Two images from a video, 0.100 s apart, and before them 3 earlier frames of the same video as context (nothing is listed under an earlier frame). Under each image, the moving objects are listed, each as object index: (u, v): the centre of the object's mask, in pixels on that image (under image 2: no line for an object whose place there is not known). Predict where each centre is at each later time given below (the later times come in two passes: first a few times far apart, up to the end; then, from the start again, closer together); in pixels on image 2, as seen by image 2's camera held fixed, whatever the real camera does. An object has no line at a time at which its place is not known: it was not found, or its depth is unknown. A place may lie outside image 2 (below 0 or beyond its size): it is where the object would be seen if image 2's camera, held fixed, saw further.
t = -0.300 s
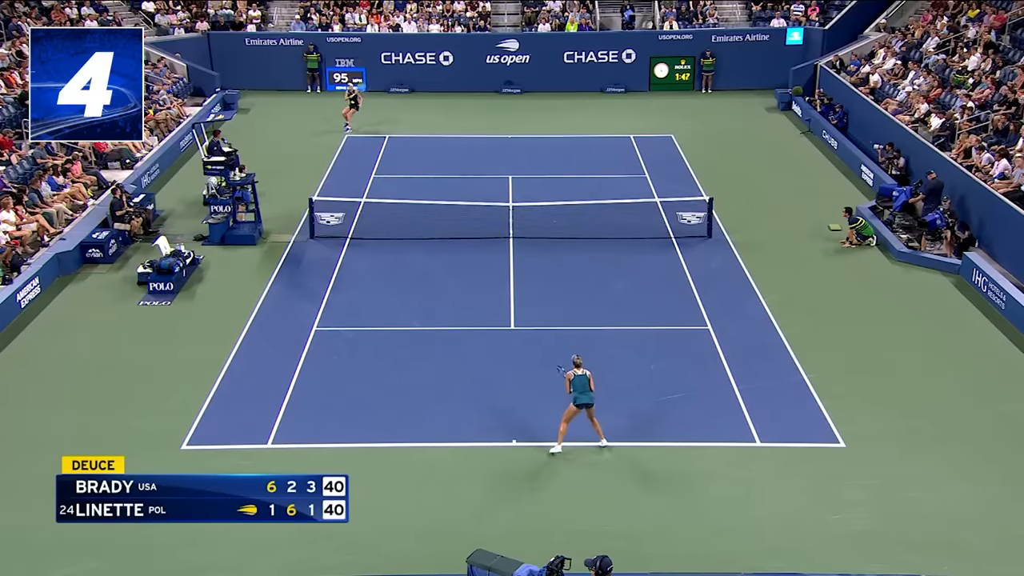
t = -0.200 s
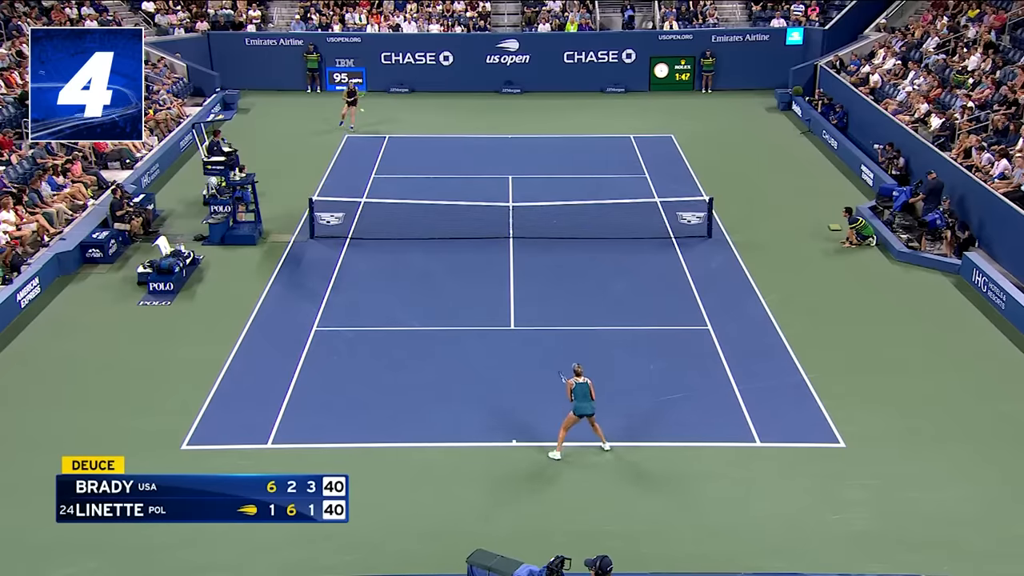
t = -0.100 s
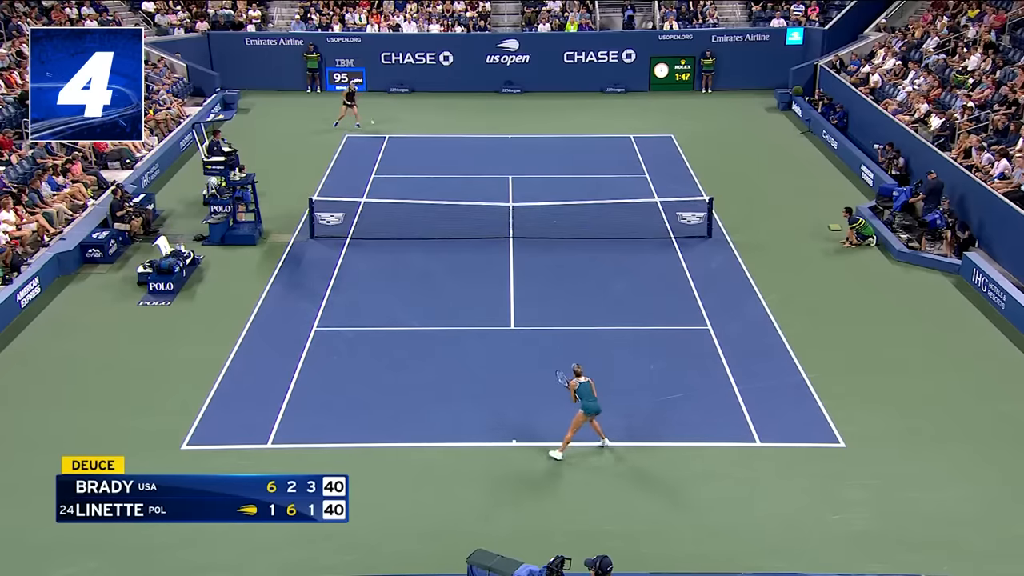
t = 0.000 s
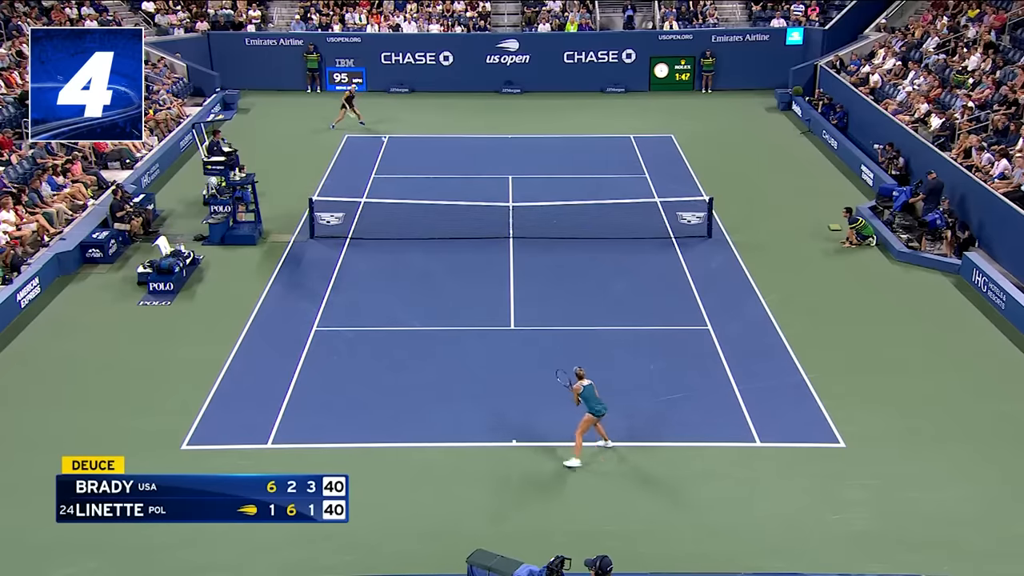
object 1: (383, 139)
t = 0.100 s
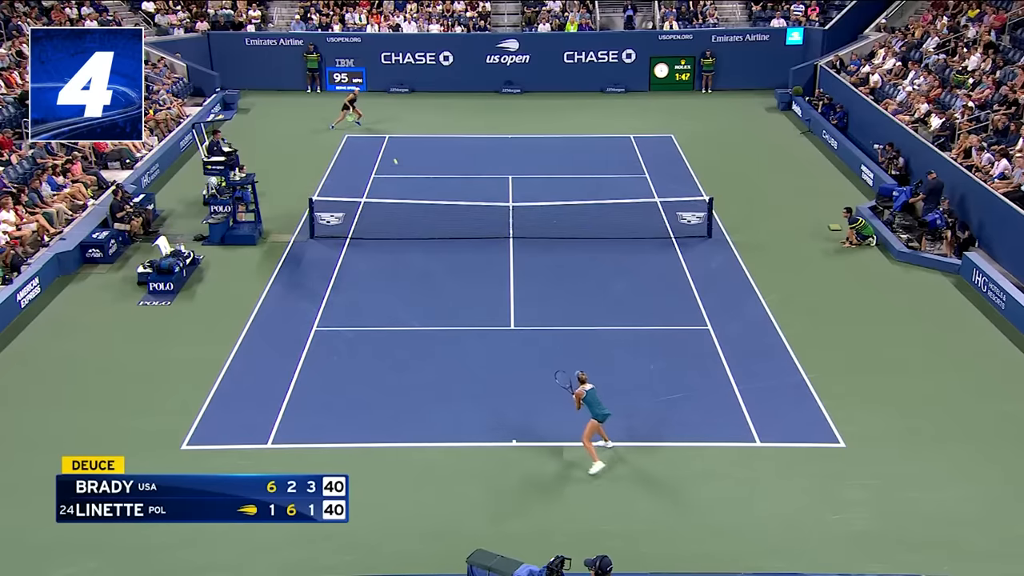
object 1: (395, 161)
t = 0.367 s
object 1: (431, 248)
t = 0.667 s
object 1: (470, 345)
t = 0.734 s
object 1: (477, 343)
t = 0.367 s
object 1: (431, 248)
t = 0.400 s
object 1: (435, 263)
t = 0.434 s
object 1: (440, 277)
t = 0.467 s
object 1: (445, 293)
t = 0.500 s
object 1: (450, 310)
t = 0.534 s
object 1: (456, 328)
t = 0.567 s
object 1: (461, 345)
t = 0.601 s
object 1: (464, 349)
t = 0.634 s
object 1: (467, 347)
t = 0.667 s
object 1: (470, 345)
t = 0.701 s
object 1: (474, 344)
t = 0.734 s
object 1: (477, 343)
